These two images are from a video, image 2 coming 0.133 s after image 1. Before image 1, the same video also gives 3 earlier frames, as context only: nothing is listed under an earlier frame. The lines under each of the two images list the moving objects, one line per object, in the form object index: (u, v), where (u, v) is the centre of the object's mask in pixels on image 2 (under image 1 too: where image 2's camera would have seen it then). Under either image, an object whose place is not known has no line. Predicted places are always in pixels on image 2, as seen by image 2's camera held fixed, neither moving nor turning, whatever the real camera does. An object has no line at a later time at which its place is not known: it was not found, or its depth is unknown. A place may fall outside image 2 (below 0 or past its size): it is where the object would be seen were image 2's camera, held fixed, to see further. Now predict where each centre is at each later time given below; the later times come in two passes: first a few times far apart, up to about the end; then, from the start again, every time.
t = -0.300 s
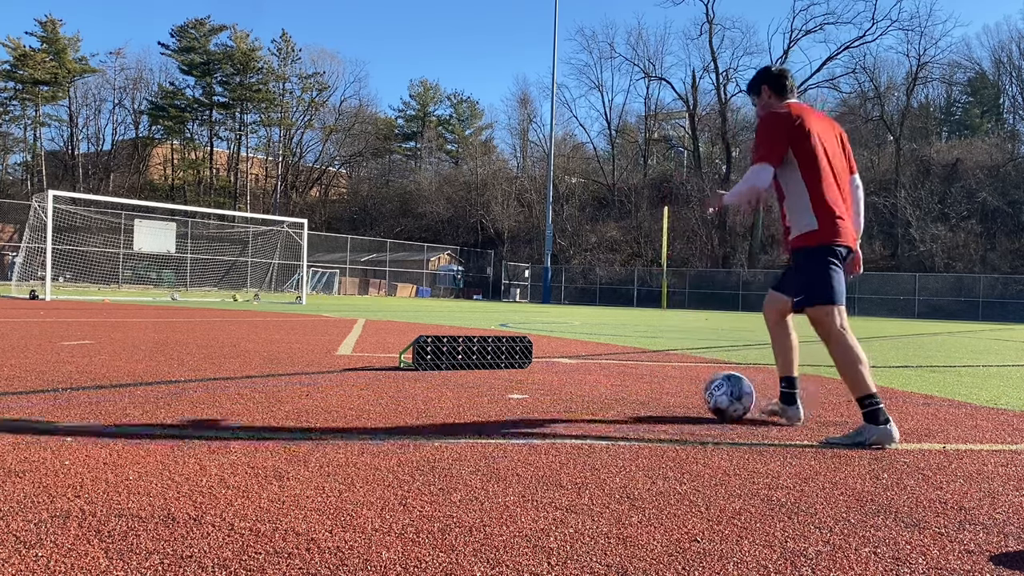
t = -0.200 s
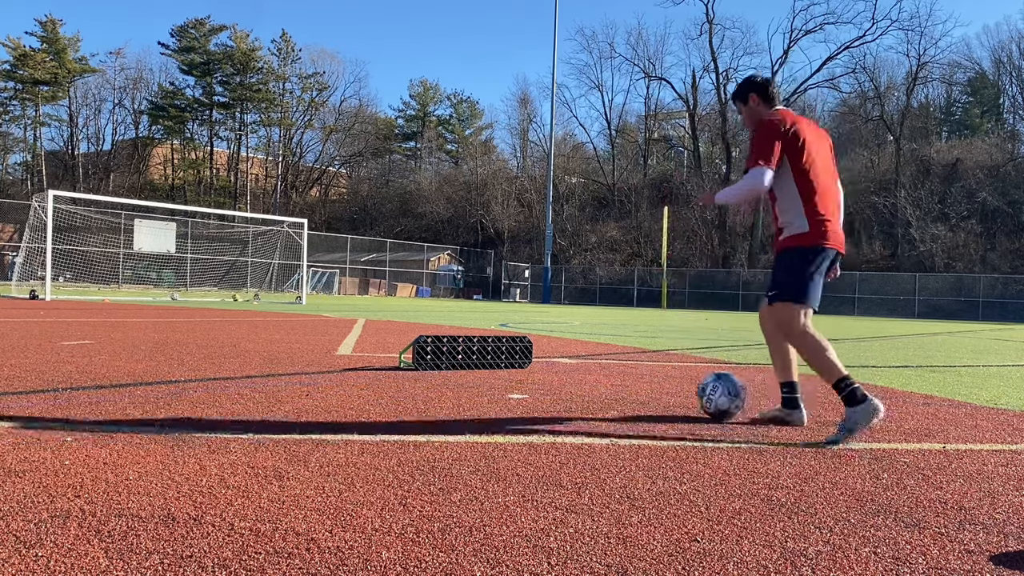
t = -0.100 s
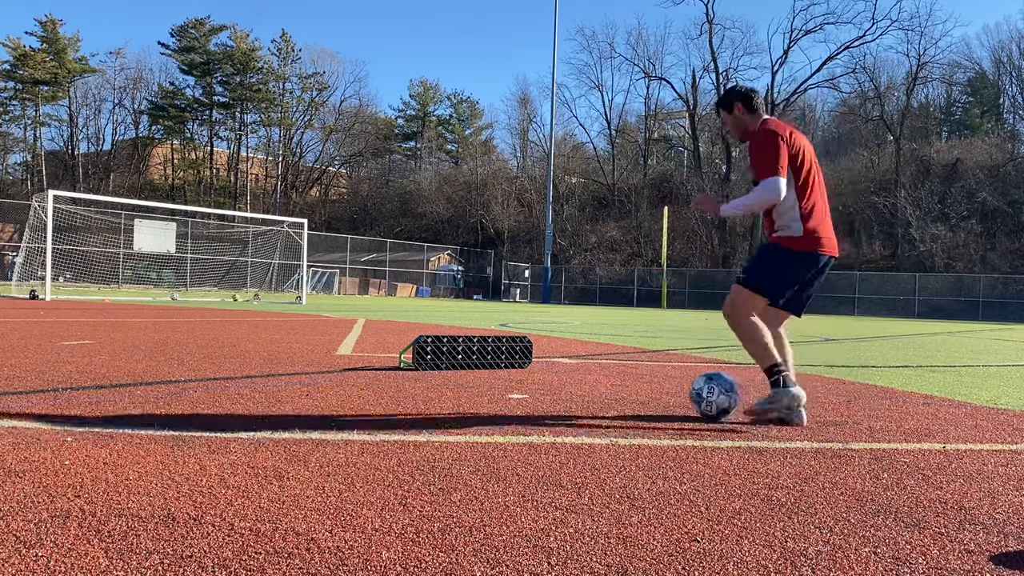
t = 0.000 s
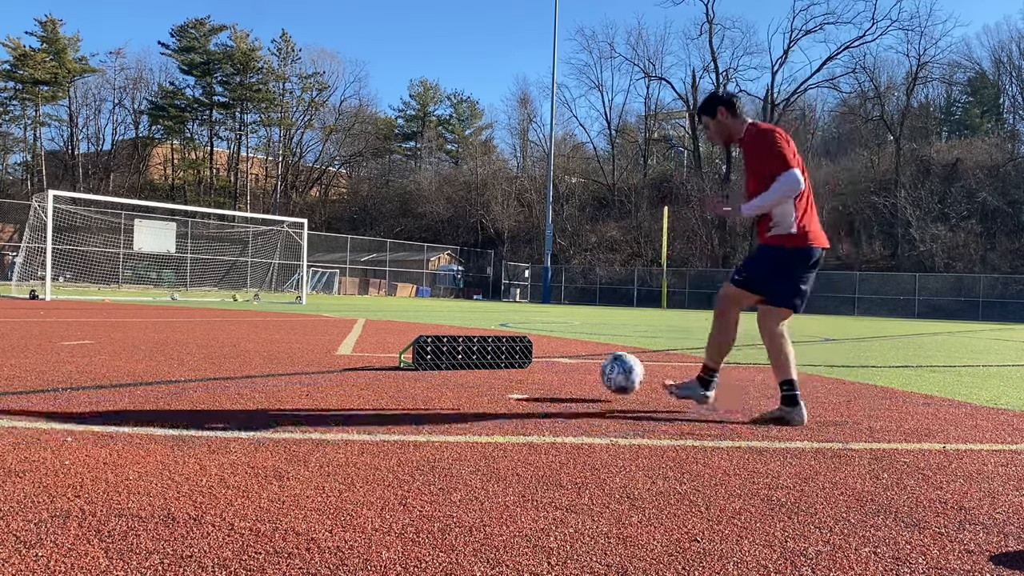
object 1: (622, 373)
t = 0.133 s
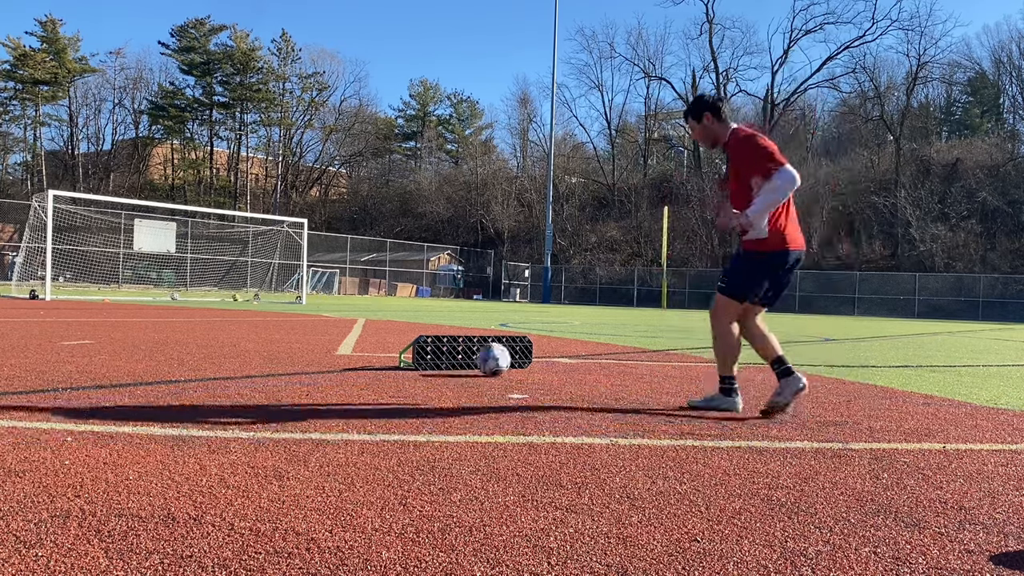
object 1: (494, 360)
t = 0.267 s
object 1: (502, 362)
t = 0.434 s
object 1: (565, 372)
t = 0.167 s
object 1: (471, 354)
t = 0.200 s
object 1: (476, 354)
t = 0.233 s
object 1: (489, 357)
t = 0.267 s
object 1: (502, 362)
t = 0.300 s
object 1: (514, 361)
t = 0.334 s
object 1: (526, 362)
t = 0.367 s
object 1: (539, 364)
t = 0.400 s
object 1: (552, 368)
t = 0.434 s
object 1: (565, 372)
